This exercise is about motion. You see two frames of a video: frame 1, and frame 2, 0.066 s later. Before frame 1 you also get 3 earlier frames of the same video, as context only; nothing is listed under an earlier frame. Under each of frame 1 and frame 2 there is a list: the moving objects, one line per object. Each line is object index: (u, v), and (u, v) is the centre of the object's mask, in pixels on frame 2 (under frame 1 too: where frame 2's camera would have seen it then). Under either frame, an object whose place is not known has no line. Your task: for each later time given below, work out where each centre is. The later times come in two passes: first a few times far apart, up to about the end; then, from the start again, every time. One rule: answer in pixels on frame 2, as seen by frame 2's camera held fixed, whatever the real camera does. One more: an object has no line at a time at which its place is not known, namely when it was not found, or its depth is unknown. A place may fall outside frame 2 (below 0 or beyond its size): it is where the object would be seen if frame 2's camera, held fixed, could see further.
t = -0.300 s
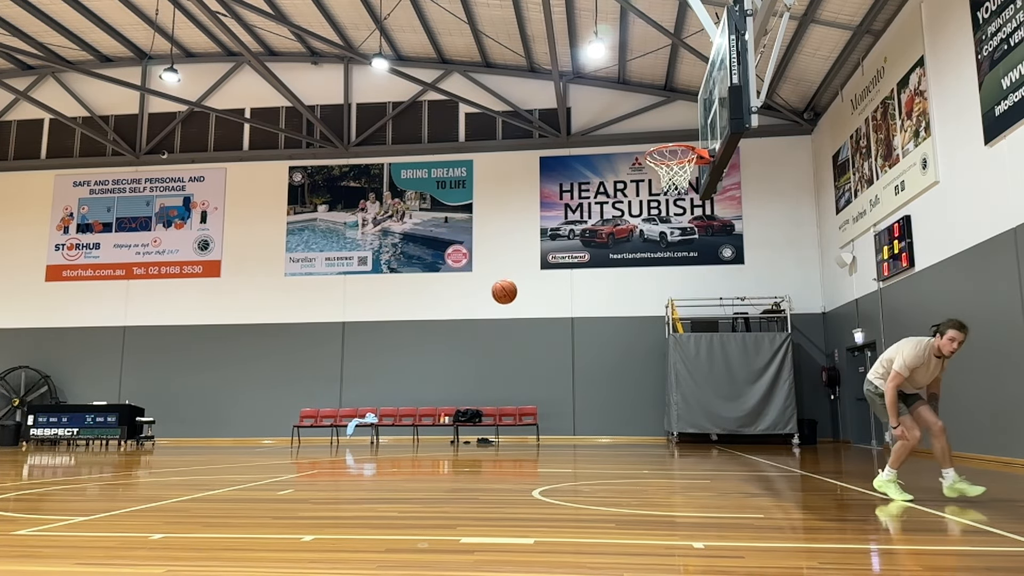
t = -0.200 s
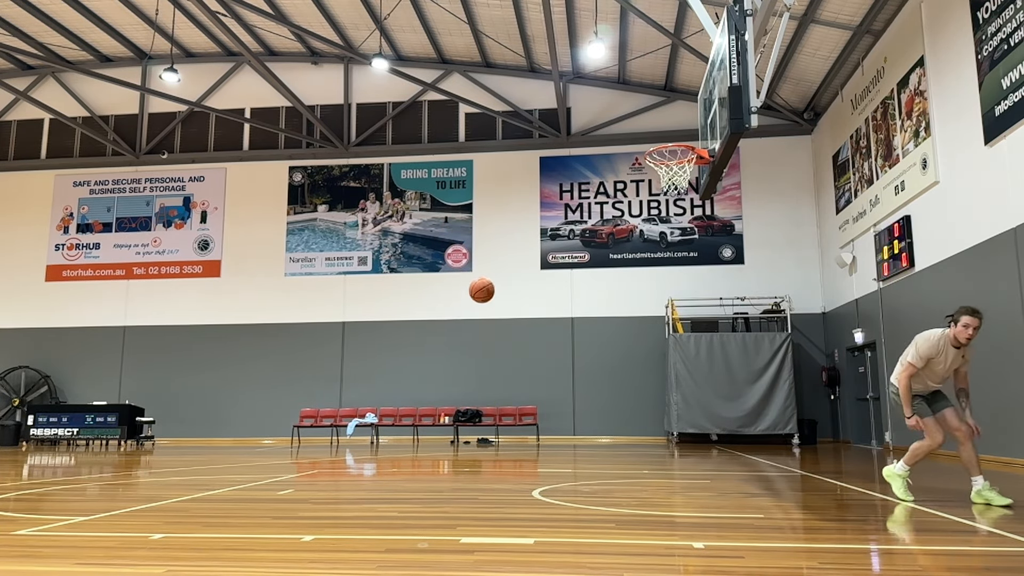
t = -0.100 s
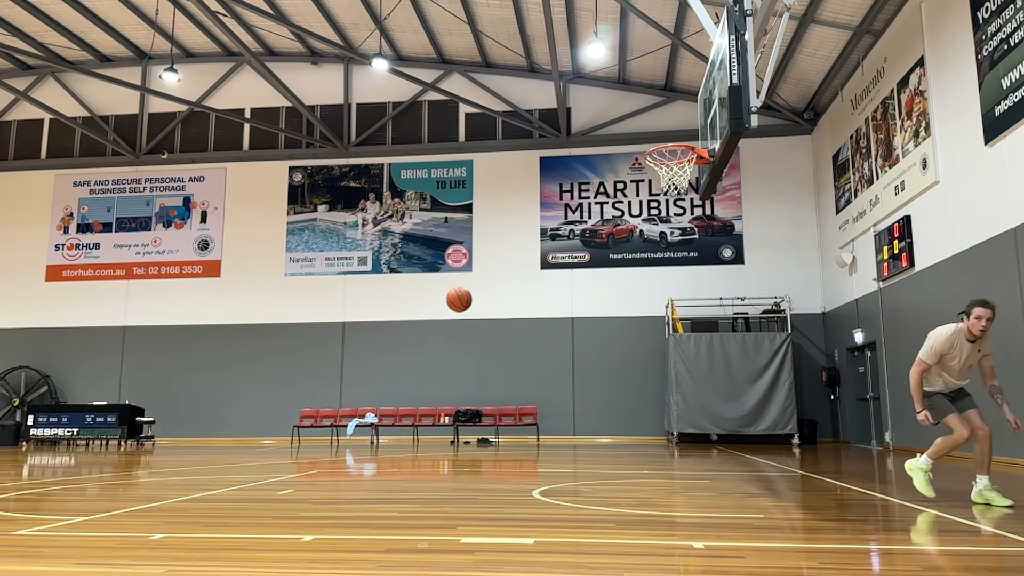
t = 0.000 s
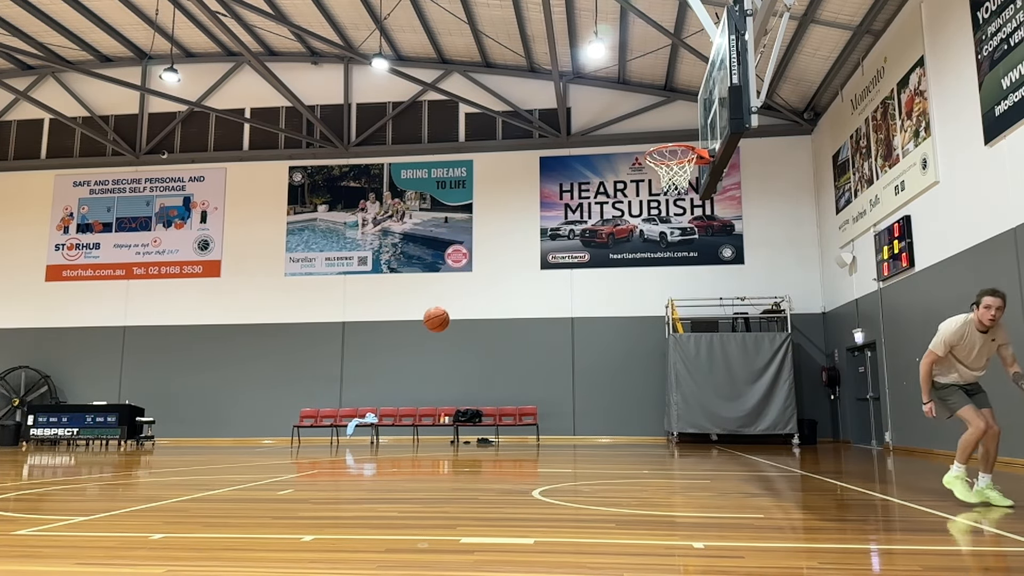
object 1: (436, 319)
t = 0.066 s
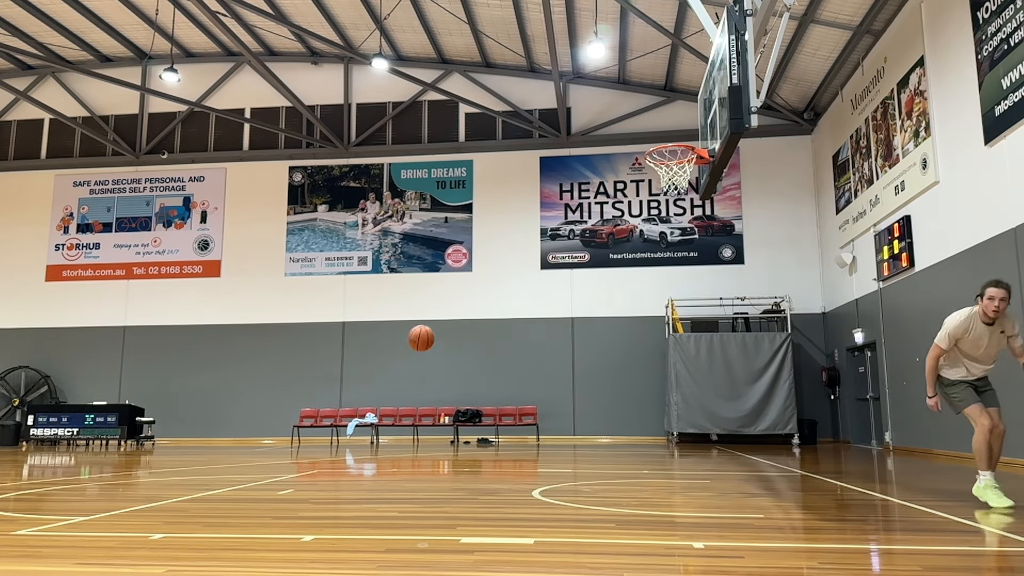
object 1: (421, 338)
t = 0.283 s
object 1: (370, 436)
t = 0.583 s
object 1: (308, 397)
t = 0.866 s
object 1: (252, 371)
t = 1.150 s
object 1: (192, 433)
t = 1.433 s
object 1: (138, 433)
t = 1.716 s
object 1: (87, 418)
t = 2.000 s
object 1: (30, 478)
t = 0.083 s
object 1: (417, 343)
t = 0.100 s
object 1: (414, 349)
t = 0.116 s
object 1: (409, 355)
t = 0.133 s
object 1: (406, 362)
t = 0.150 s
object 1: (402, 369)
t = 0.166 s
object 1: (398, 376)
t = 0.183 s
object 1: (394, 383)
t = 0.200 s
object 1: (390, 391)
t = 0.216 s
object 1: (386, 399)
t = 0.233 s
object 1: (382, 407)
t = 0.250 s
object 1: (377, 417)
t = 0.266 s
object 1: (374, 426)
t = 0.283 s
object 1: (370, 436)
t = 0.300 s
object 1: (365, 446)
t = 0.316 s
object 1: (360, 456)
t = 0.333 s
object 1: (357, 467)
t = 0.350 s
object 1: (352, 478)
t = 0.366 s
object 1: (348, 479)
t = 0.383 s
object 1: (346, 471)
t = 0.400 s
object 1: (343, 462)
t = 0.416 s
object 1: (339, 455)
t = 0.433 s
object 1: (337, 448)
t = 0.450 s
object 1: (333, 441)
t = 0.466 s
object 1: (330, 434)
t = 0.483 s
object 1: (327, 428)
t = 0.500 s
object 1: (324, 422)
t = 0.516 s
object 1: (321, 416)
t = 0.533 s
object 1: (318, 410)
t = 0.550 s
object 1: (314, 406)
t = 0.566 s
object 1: (311, 401)
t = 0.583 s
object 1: (308, 397)
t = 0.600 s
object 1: (305, 393)
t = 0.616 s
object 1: (302, 389)
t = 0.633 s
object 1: (299, 385)
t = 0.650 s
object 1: (295, 383)
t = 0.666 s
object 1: (292, 380)
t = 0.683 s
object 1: (289, 377)
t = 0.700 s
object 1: (286, 375)
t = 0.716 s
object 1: (282, 373)
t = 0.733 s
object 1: (279, 372)
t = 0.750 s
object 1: (275, 371)
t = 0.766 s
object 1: (272, 370)
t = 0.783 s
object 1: (269, 369)
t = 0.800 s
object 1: (265, 369)
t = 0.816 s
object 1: (262, 369)
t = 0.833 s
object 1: (259, 369)
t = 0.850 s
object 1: (255, 370)
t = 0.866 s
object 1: (252, 371)
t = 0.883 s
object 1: (249, 372)
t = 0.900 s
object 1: (245, 373)
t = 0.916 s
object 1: (242, 375)
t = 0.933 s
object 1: (238, 377)
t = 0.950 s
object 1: (235, 380)
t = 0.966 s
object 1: (231, 382)
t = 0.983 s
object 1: (228, 385)
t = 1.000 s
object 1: (224, 389)
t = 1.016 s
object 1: (220, 392)
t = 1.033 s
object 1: (217, 396)
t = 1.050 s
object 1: (213, 400)
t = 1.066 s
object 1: (210, 405)
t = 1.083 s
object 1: (206, 410)
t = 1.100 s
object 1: (203, 415)
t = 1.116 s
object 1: (199, 421)
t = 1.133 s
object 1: (195, 427)
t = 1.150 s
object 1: (192, 433)
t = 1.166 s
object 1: (188, 440)
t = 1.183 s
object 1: (184, 446)
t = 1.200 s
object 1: (180, 454)
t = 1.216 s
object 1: (176, 461)
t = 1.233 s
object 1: (173, 469)
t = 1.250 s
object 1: (168, 477)
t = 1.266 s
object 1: (165, 483)
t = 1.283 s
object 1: (162, 477)
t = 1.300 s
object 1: (160, 471)
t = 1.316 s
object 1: (157, 465)
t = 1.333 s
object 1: (155, 459)
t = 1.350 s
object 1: (152, 454)
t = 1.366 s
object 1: (150, 449)
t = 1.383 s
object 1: (146, 444)
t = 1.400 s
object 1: (143, 440)
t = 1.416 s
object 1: (141, 437)
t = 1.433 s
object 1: (138, 433)
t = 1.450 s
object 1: (135, 429)
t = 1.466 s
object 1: (132, 427)
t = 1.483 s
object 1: (129, 424)
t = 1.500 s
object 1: (126, 421)
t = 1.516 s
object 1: (123, 419)
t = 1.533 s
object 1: (121, 417)
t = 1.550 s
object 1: (118, 416)
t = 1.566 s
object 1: (115, 415)
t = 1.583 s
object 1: (112, 414)
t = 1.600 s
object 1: (109, 413)
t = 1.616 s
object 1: (105, 413)
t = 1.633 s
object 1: (103, 413)
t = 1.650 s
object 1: (99, 413)
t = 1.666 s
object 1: (96, 414)
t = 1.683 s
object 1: (93, 415)
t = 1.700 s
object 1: (90, 416)
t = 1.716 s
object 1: (87, 418)
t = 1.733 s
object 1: (84, 420)
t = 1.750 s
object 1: (80, 422)
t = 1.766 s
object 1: (77, 425)
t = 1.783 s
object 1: (74, 428)
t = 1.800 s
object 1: (70, 431)
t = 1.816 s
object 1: (67, 435)
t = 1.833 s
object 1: (64, 439)
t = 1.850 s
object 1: (60, 443)
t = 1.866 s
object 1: (57, 447)
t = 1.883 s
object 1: (53, 452)
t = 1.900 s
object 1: (50, 457)
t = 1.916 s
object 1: (46, 462)
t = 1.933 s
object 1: (42, 468)
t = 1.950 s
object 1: (39, 475)
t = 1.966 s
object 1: (35, 481)
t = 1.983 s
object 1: (32, 483)
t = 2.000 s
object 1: (30, 478)
